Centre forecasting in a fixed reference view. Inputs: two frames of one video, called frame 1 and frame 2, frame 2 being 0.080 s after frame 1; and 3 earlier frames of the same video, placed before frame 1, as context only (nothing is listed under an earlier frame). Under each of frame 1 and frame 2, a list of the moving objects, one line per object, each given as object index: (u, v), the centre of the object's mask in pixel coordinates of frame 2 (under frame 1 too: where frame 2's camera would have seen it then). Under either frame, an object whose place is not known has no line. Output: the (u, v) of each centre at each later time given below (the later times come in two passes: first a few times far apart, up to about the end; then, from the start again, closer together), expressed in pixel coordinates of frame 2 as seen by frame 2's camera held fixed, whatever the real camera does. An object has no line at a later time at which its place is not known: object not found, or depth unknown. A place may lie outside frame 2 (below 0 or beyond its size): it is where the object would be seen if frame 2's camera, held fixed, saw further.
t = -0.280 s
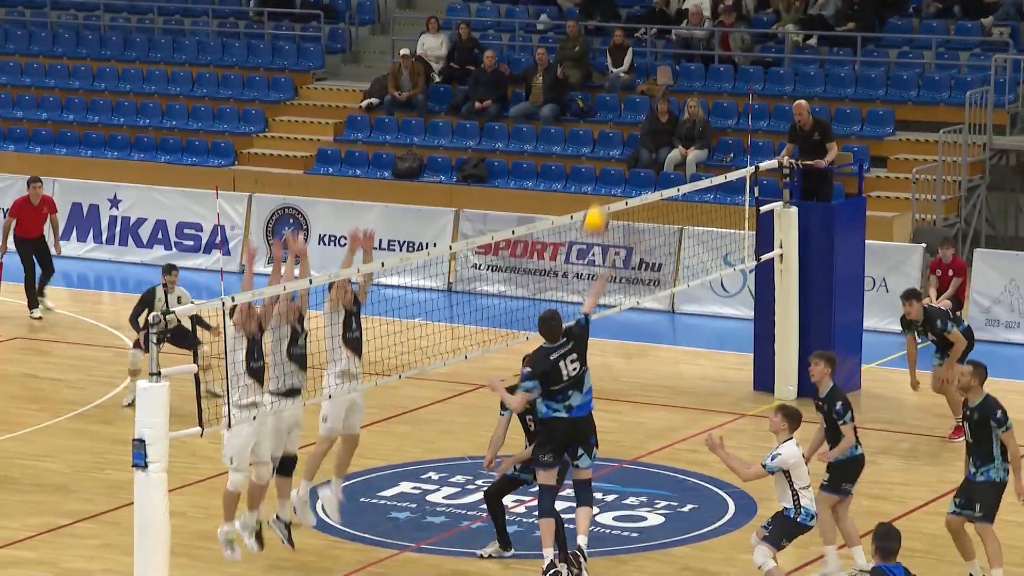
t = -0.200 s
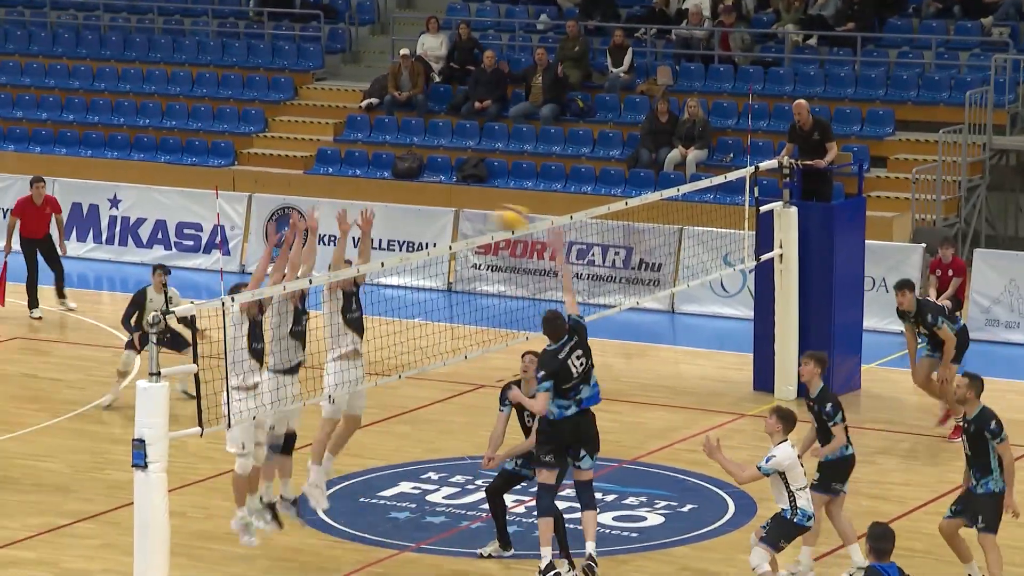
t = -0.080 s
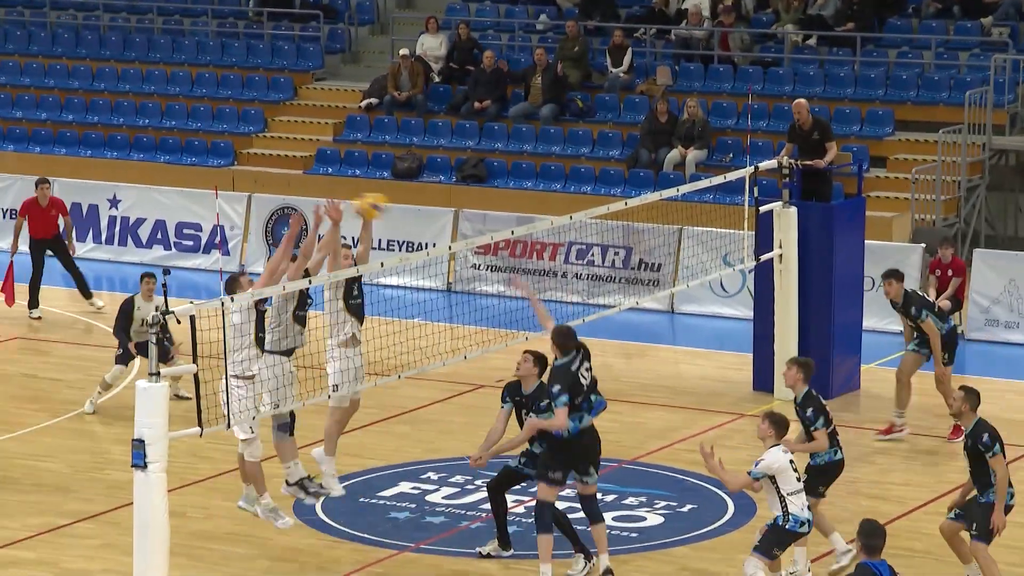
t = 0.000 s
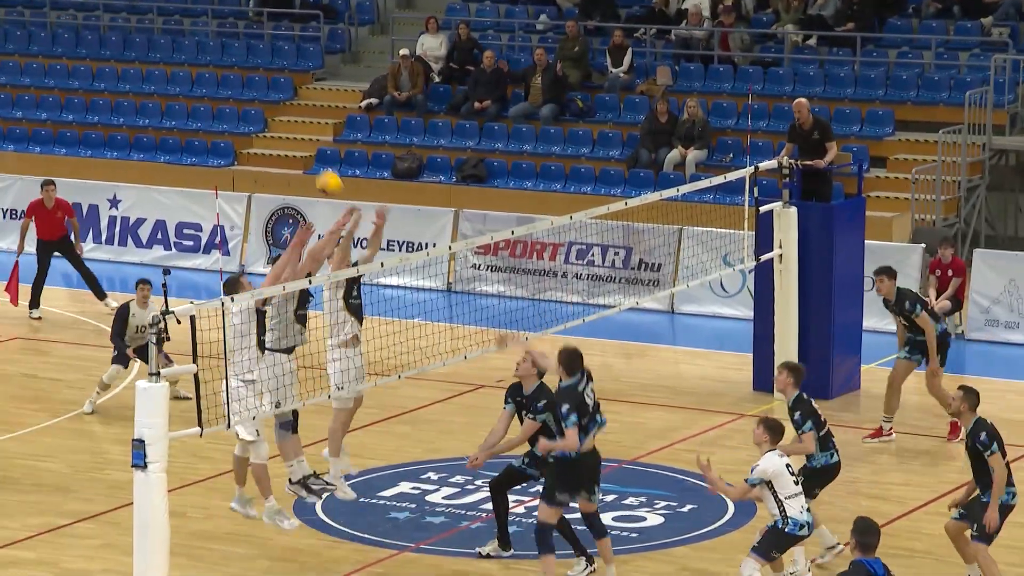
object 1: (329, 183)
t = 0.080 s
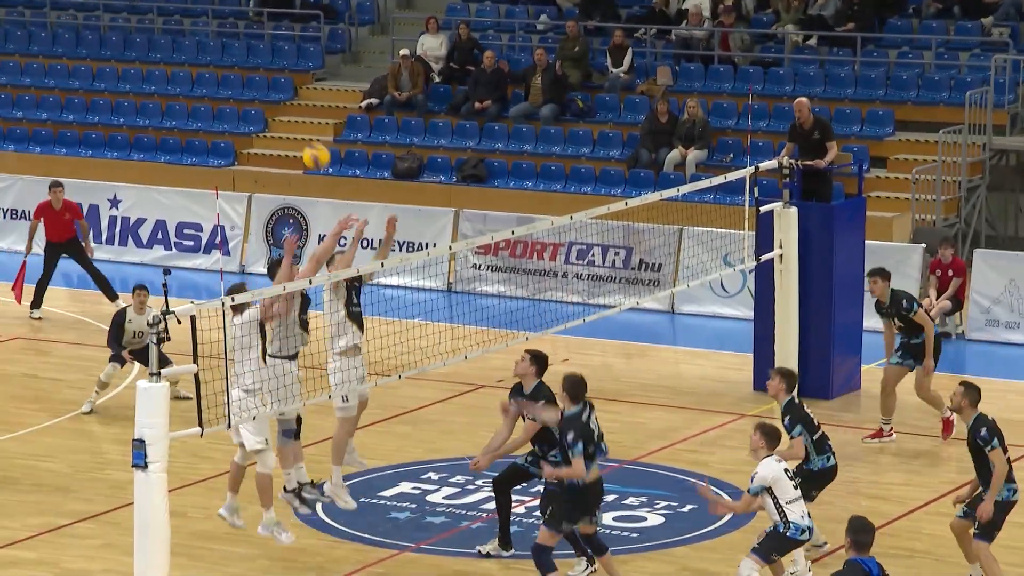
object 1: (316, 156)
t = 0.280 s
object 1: (283, 123)
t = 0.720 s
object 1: (213, 222)
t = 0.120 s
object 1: (309, 146)
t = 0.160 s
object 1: (303, 138)
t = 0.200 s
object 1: (296, 131)
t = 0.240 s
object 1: (289, 126)
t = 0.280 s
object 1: (283, 123)
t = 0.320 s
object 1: (275, 122)
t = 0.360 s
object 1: (268, 123)
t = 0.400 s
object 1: (262, 126)
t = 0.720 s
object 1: (213, 222)
